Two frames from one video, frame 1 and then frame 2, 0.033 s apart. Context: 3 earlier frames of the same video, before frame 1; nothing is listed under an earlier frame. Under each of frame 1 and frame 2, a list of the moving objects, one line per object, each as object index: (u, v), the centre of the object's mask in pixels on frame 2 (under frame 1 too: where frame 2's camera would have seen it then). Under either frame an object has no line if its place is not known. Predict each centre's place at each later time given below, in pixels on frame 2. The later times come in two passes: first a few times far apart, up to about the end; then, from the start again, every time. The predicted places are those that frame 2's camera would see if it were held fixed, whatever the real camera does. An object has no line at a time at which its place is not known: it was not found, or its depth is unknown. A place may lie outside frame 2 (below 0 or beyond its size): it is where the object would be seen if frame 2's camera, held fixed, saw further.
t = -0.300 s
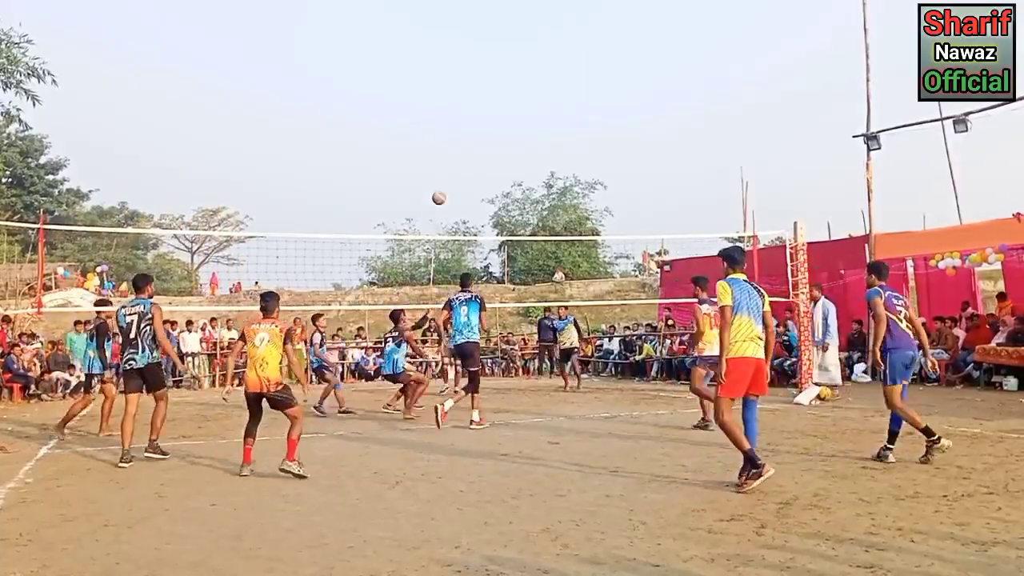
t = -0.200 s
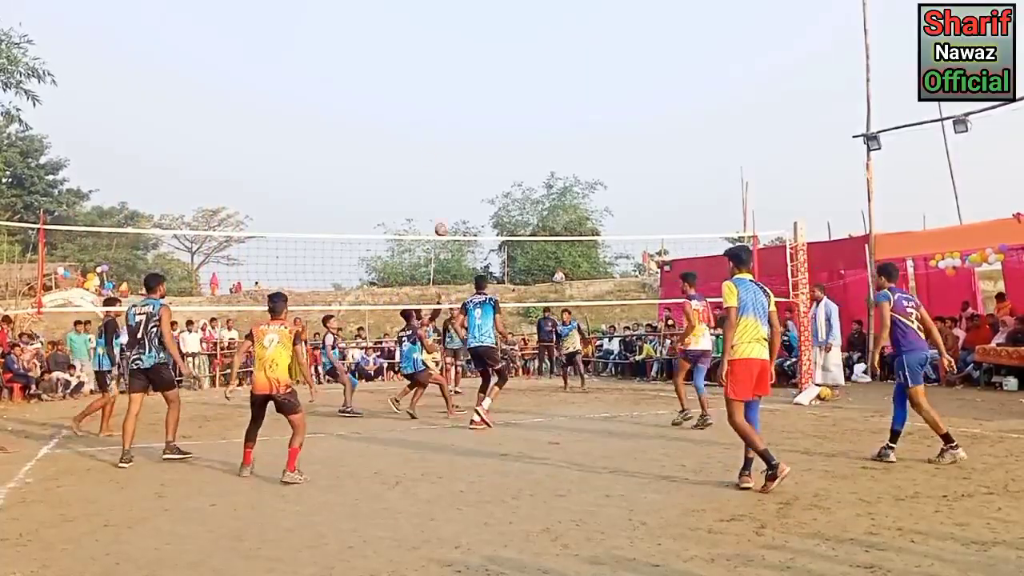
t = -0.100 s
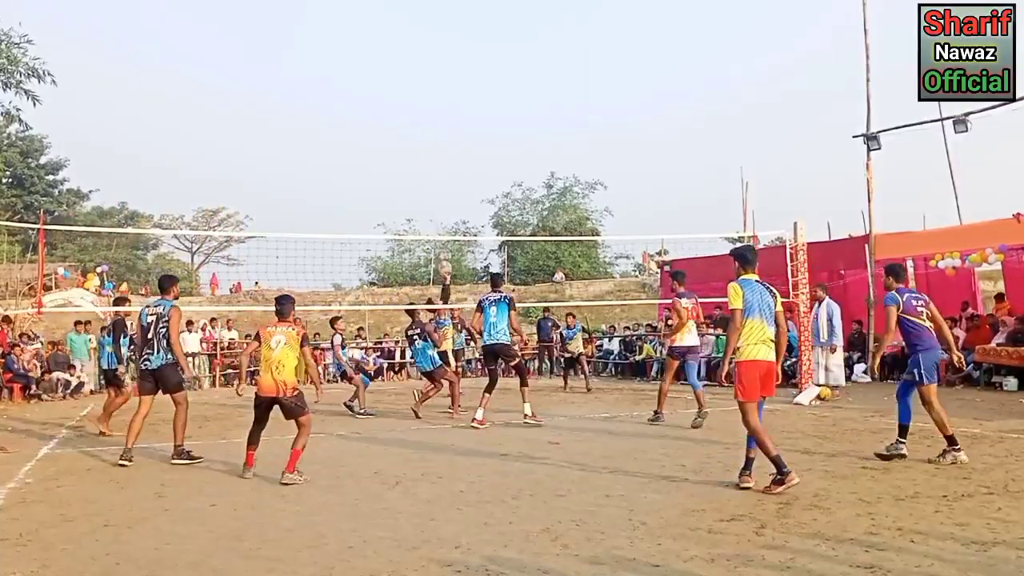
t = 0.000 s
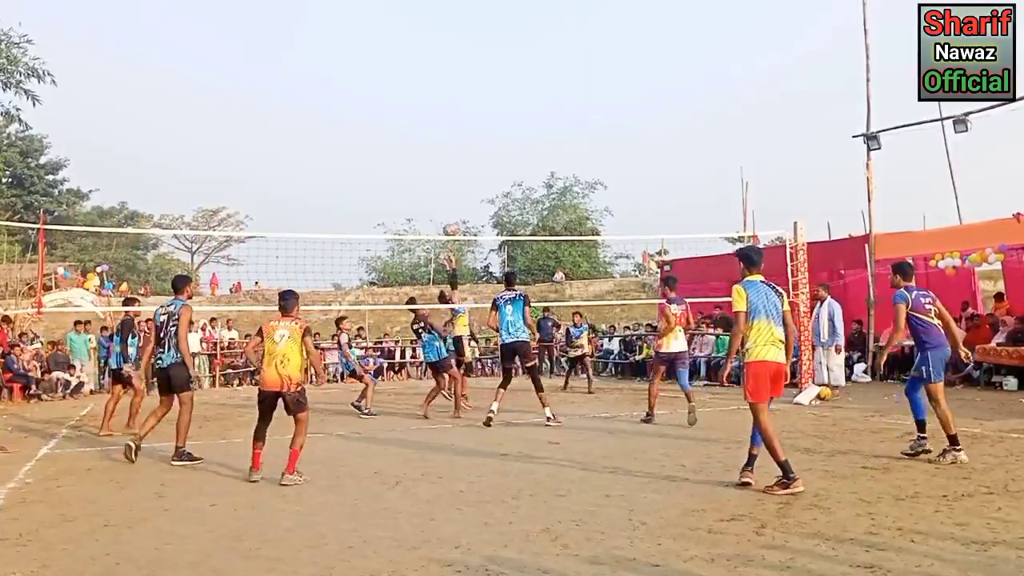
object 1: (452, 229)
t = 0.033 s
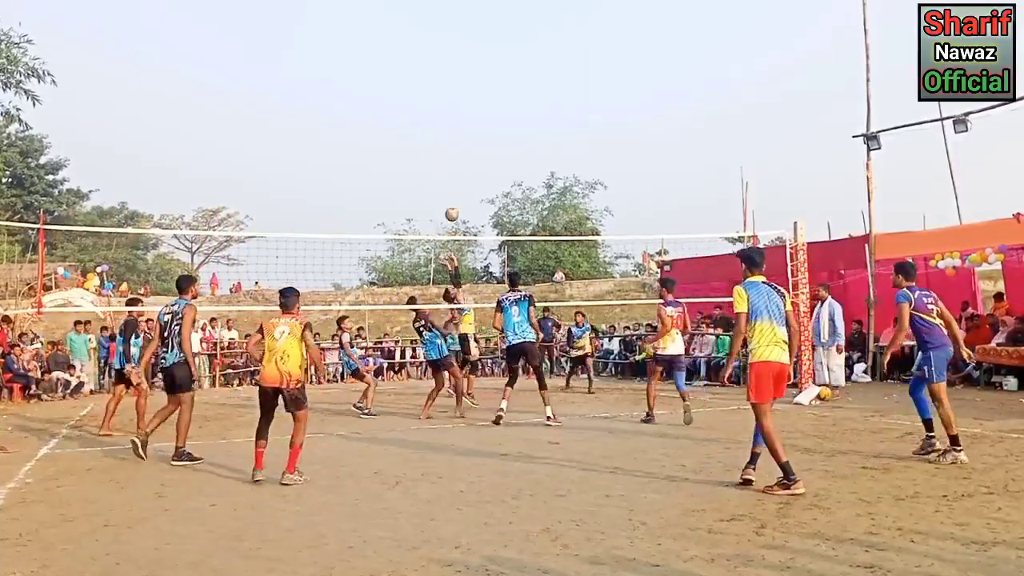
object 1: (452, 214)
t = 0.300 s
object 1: (468, 113)
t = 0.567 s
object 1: (487, 61)
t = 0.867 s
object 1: (510, 58)
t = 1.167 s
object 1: (535, 116)
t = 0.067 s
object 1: (453, 199)
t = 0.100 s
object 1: (456, 184)
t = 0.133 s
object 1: (458, 171)
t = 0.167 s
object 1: (460, 158)
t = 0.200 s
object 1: (462, 146)
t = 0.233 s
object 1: (464, 134)
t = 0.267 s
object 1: (466, 123)
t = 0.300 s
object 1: (468, 113)
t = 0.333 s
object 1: (470, 104)
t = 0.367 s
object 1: (472, 96)
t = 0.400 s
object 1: (475, 88)
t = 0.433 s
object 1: (477, 81)
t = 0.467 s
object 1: (479, 75)
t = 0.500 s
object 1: (482, 70)
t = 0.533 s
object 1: (484, 65)
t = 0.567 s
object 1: (487, 61)
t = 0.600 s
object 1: (489, 57)
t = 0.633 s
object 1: (492, 54)
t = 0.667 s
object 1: (494, 53)
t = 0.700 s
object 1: (497, 52)
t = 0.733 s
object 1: (499, 51)
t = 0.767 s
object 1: (502, 51)
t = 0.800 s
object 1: (504, 53)
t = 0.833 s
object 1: (507, 55)
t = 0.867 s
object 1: (510, 58)
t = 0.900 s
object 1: (512, 61)
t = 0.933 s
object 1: (515, 65)
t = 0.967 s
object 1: (517, 70)
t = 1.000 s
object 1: (520, 76)
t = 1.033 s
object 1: (523, 82)
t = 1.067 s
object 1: (526, 90)
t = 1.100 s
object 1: (529, 98)
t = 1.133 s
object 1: (532, 106)
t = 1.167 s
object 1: (535, 116)
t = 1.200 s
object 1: (537, 126)
